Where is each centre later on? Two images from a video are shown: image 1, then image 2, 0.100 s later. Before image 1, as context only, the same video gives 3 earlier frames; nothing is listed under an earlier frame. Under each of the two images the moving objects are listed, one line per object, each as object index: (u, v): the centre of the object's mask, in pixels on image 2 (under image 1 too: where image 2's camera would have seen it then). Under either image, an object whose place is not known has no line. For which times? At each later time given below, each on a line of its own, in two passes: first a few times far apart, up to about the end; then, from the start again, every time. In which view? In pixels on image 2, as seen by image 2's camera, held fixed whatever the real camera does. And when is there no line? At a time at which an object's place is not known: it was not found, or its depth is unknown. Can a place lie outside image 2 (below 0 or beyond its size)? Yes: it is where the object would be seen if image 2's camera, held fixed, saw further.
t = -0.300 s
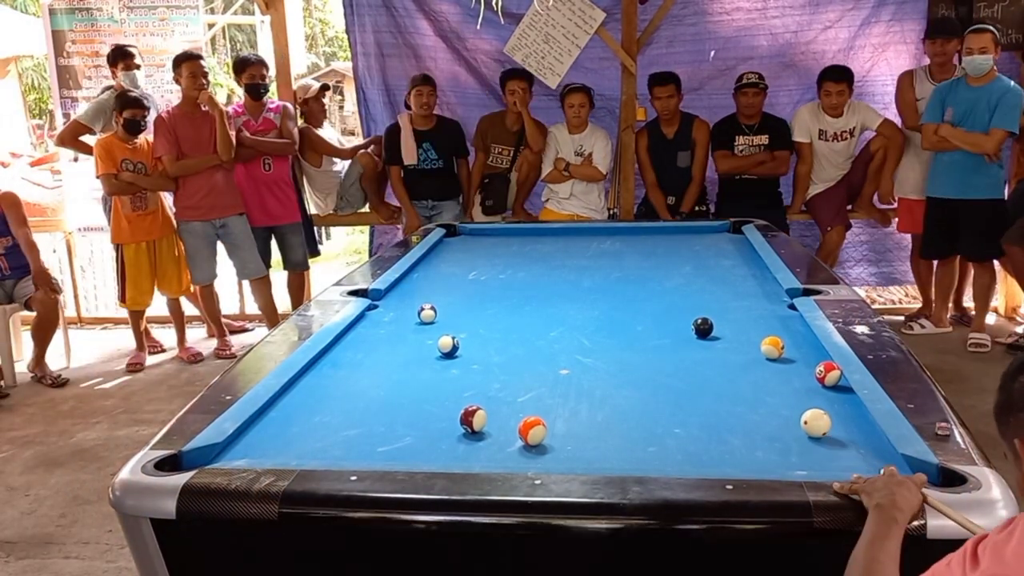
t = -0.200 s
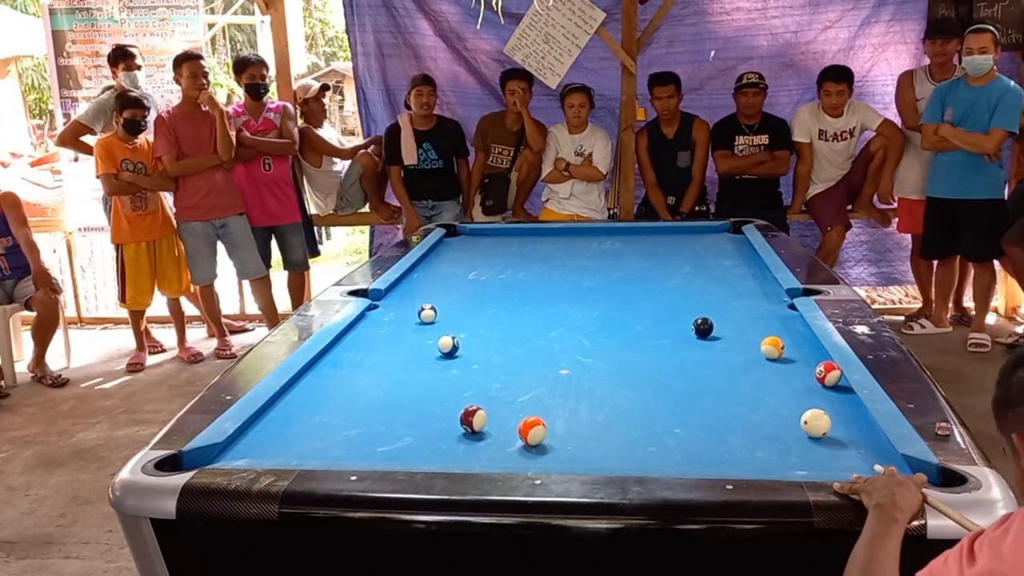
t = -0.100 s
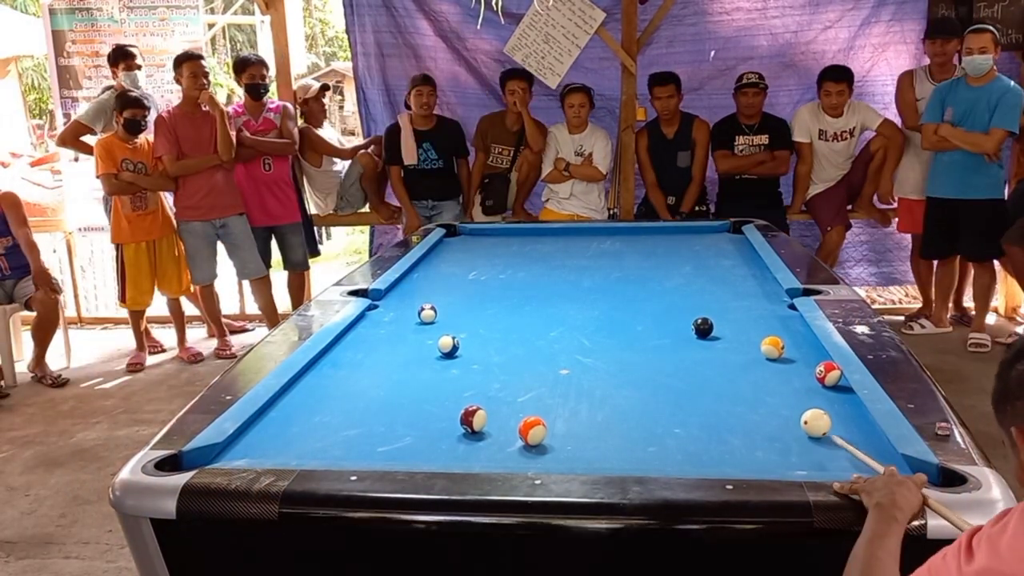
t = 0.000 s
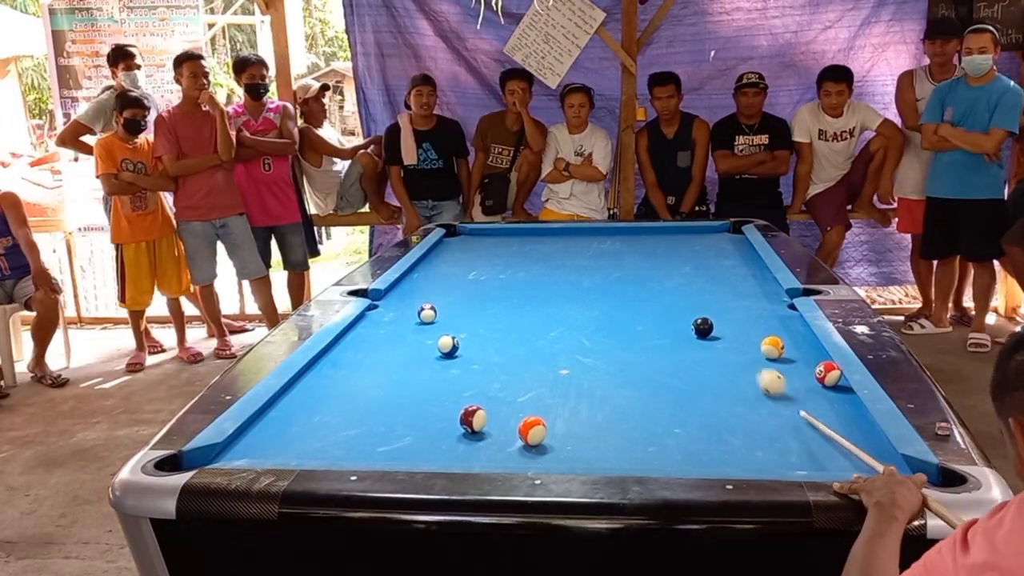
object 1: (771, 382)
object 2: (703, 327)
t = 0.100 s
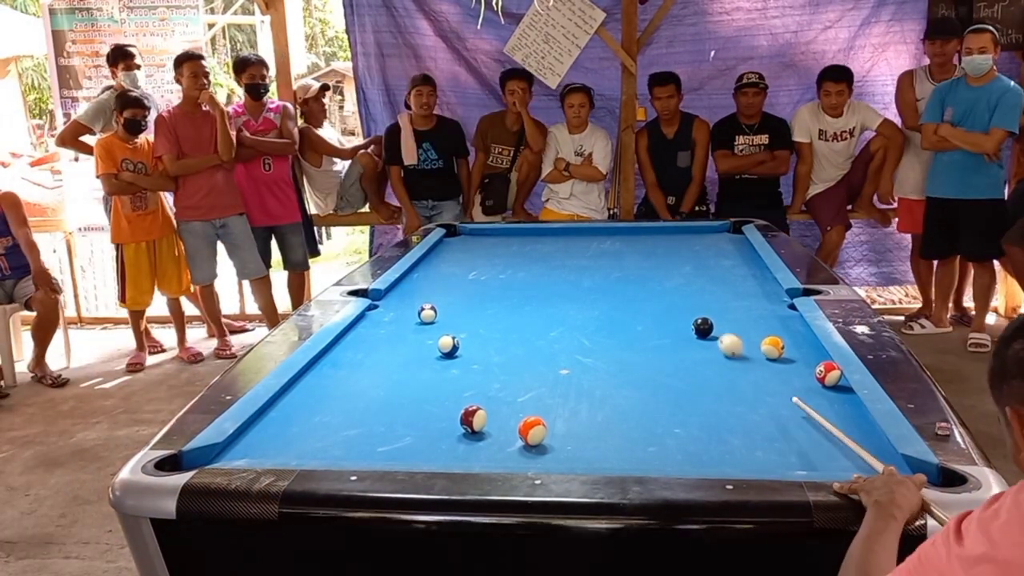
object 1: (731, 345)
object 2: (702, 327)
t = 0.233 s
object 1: (735, 328)
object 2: (661, 311)
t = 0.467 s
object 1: (779, 320)
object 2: (587, 283)
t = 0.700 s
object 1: (776, 316)
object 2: (535, 263)
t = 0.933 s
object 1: (755, 315)
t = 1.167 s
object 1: (735, 313)
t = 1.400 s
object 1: (718, 312)
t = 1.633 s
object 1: (702, 311)
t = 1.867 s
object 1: (689, 311)
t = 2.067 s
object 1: (678, 310)
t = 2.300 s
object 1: (667, 309)
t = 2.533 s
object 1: (658, 309)
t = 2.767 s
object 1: (651, 308)
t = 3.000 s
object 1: (645, 308)
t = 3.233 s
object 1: (641, 308)
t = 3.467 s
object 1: (638, 308)
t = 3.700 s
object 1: (637, 308)
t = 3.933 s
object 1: (637, 308)
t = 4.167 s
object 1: (637, 308)
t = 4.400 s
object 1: (637, 308)
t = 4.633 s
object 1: (637, 308)
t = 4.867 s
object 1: (637, 308)
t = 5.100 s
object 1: (637, 308)
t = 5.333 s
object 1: (637, 308)
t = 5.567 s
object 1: (637, 308)
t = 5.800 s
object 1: (637, 308)
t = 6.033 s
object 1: (637, 308)
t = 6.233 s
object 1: (637, 308)
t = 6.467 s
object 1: (637, 308)
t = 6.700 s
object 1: (637, 308)
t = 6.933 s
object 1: (637, 308)
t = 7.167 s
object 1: (637, 308)
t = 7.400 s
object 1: (637, 308)
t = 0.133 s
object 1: (720, 335)
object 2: (701, 327)
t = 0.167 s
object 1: (721, 331)
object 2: (692, 323)
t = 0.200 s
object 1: (729, 329)
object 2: (677, 317)
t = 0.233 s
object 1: (735, 328)
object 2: (661, 311)
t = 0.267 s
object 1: (742, 326)
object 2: (648, 306)
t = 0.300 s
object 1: (748, 325)
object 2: (635, 301)
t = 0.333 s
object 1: (755, 324)
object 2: (624, 297)
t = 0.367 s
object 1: (761, 323)
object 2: (614, 293)
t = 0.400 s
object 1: (767, 322)
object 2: (605, 290)
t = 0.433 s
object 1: (773, 321)
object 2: (596, 286)
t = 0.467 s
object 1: (779, 320)
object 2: (587, 283)
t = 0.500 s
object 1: (785, 318)
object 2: (580, 280)
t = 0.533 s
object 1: (790, 317)
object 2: (571, 277)
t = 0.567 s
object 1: (789, 317)
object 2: (563, 273)
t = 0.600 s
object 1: (785, 317)
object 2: (557, 271)
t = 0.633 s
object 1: (782, 316)
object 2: (549, 268)
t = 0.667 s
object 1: (779, 316)
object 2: (542, 265)
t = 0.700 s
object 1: (776, 316)
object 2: (535, 263)
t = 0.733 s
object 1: (773, 316)
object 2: (529, 260)
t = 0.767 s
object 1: (769, 316)
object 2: (522, 257)
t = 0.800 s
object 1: (767, 316)
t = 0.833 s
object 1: (763, 315)
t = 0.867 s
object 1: (761, 315)
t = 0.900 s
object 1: (757, 315)
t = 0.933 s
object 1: (755, 315)
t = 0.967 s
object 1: (752, 314)
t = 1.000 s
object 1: (749, 314)
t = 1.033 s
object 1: (746, 314)
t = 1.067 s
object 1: (743, 314)
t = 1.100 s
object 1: (741, 314)
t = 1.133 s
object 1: (738, 314)
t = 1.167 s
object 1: (735, 313)
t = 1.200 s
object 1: (732, 313)
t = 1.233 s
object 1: (730, 313)
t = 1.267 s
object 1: (728, 313)
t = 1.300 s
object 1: (725, 313)
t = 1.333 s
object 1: (722, 312)
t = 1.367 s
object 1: (720, 312)
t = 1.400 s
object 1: (718, 312)
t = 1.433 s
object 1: (716, 312)
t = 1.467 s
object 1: (713, 312)
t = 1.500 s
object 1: (711, 312)
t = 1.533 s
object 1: (709, 311)
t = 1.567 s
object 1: (707, 311)
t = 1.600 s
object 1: (704, 311)
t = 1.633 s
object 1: (702, 311)
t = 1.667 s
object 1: (700, 311)
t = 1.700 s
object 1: (698, 311)
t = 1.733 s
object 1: (696, 311)
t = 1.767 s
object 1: (694, 311)
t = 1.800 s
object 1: (692, 311)
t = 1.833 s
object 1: (690, 311)
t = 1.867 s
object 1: (689, 311)
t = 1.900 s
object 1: (687, 310)
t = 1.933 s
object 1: (685, 311)
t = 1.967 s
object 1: (683, 311)
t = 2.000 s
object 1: (682, 310)
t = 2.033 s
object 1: (680, 310)
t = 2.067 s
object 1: (678, 310)
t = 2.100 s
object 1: (677, 310)
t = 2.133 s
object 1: (675, 310)
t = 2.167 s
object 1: (673, 310)
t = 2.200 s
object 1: (672, 310)
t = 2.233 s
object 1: (670, 309)
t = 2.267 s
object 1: (669, 309)
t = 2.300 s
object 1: (667, 309)
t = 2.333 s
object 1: (666, 309)
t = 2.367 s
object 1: (665, 309)
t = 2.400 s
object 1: (663, 309)
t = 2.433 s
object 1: (662, 309)
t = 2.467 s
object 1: (661, 309)
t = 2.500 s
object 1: (660, 309)
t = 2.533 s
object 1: (658, 309)
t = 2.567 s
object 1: (657, 309)
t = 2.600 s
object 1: (656, 309)
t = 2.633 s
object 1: (655, 309)
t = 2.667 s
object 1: (654, 309)
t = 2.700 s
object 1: (653, 309)
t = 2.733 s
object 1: (652, 309)
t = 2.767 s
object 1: (651, 308)
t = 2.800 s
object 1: (650, 308)
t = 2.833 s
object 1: (649, 308)
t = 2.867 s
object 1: (648, 308)
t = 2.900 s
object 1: (648, 308)
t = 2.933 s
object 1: (647, 308)
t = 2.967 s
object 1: (646, 308)
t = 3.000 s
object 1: (645, 308)
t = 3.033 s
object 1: (645, 308)
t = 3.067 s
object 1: (644, 308)
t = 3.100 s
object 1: (643, 308)
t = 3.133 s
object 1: (643, 308)
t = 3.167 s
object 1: (642, 308)
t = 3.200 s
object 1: (642, 308)
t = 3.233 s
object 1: (641, 308)
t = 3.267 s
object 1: (641, 308)
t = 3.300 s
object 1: (640, 308)
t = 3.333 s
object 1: (640, 308)
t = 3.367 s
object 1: (639, 308)
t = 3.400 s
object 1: (639, 308)
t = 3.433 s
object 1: (639, 308)
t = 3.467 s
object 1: (638, 308)
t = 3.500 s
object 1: (638, 308)
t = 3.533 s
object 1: (638, 308)
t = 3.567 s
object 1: (638, 308)
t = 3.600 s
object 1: (638, 308)
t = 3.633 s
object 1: (638, 308)
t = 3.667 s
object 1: (638, 308)
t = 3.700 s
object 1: (637, 308)
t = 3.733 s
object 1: (637, 308)
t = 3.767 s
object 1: (637, 308)
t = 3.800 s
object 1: (637, 308)
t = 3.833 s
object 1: (637, 308)
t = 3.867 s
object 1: (637, 308)
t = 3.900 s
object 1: (637, 308)
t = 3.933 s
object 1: (637, 308)
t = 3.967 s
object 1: (637, 308)
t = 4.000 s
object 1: (637, 308)
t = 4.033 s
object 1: (637, 308)
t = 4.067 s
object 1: (637, 308)
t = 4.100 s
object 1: (637, 308)
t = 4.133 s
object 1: (637, 308)
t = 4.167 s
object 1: (637, 308)
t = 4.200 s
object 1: (637, 308)
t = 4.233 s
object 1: (637, 308)
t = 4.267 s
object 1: (637, 308)
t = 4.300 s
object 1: (637, 308)
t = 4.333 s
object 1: (637, 308)
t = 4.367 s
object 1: (637, 308)
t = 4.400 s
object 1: (637, 308)
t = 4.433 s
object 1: (637, 308)
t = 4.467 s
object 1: (637, 308)
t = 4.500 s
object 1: (637, 308)
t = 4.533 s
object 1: (637, 308)
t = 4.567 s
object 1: (637, 308)
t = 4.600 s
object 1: (637, 308)
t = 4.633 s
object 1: (637, 308)
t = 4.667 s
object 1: (637, 308)
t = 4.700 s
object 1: (637, 308)
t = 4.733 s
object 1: (637, 308)
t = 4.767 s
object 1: (637, 308)
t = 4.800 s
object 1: (637, 308)
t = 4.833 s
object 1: (637, 308)
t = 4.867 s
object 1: (637, 308)
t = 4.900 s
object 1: (637, 308)
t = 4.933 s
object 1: (637, 308)
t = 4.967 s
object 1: (637, 308)
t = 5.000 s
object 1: (637, 308)
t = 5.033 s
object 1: (637, 308)
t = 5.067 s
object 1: (637, 308)
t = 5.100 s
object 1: (637, 308)
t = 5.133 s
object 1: (637, 308)
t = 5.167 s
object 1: (637, 308)
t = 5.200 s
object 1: (637, 308)
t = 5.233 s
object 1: (637, 308)
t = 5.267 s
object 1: (637, 308)
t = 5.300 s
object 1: (637, 308)
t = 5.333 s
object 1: (637, 308)
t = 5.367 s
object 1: (637, 308)
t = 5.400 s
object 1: (637, 308)
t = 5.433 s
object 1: (637, 308)
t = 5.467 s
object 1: (637, 308)
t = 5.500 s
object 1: (637, 308)
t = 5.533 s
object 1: (637, 308)
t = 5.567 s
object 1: (637, 308)
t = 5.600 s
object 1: (637, 308)
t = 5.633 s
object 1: (637, 308)
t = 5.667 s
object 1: (637, 308)
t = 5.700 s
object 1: (637, 308)
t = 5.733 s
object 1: (637, 308)
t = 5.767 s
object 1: (637, 308)
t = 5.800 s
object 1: (637, 308)
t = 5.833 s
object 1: (637, 308)
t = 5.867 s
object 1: (637, 308)
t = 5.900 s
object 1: (637, 308)
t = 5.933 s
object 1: (637, 308)
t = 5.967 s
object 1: (637, 308)
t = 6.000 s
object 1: (637, 308)
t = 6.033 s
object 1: (637, 308)
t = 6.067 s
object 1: (637, 308)
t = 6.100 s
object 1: (637, 308)
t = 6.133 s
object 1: (637, 308)
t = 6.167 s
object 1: (637, 308)
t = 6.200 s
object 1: (637, 308)
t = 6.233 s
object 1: (637, 308)
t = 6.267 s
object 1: (637, 308)
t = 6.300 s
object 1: (637, 308)
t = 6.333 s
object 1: (637, 308)
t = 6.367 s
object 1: (637, 308)
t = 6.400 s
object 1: (637, 308)
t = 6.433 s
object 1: (637, 308)
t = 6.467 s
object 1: (637, 308)
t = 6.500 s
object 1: (637, 308)
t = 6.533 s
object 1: (637, 308)
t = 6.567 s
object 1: (637, 308)
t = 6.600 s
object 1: (637, 308)
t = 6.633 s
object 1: (637, 308)
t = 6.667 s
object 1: (637, 308)
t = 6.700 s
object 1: (637, 308)
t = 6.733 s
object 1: (637, 308)
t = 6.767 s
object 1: (637, 308)
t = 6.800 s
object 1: (637, 308)
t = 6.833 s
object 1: (637, 308)
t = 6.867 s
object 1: (637, 308)
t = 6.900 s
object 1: (637, 308)
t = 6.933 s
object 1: (637, 308)
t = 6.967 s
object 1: (637, 308)
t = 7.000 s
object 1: (637, 308)
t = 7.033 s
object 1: (637, 308)
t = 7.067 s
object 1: (637, 308)
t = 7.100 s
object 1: (637, 308)
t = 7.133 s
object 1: (637, 308)
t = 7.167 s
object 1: (637, 308)
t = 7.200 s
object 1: (637, 308)
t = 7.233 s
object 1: (637, 308)
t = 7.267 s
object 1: (637, 308)
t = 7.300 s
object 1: (637, 308)
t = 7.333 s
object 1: (637, 308)
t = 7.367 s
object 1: (637, 308)
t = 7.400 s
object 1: (637, 308)
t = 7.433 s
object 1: (637, 308)
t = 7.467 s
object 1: (637, 308)
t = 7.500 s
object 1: (637, 308)
